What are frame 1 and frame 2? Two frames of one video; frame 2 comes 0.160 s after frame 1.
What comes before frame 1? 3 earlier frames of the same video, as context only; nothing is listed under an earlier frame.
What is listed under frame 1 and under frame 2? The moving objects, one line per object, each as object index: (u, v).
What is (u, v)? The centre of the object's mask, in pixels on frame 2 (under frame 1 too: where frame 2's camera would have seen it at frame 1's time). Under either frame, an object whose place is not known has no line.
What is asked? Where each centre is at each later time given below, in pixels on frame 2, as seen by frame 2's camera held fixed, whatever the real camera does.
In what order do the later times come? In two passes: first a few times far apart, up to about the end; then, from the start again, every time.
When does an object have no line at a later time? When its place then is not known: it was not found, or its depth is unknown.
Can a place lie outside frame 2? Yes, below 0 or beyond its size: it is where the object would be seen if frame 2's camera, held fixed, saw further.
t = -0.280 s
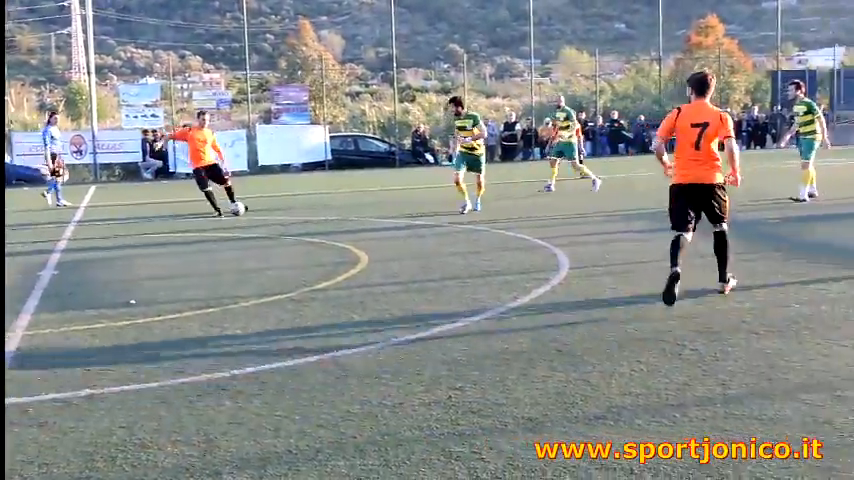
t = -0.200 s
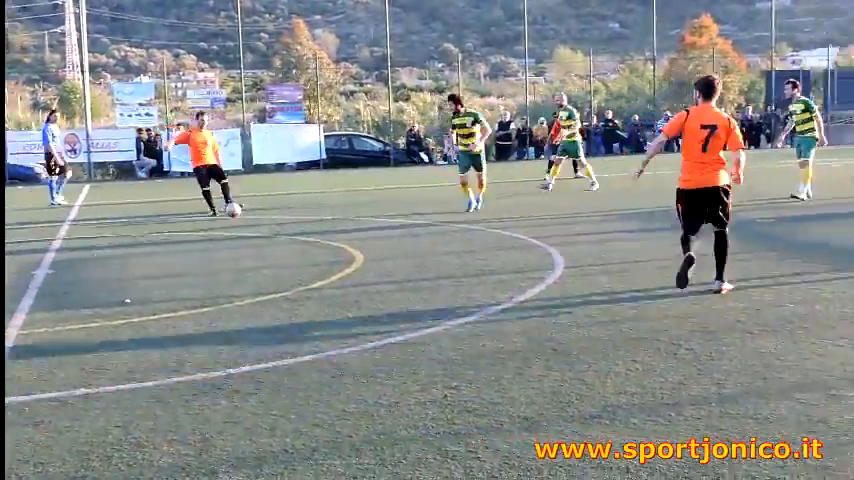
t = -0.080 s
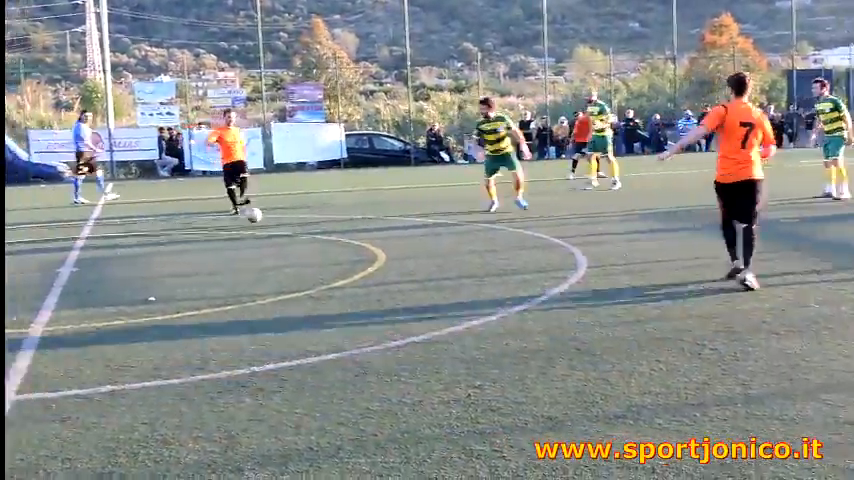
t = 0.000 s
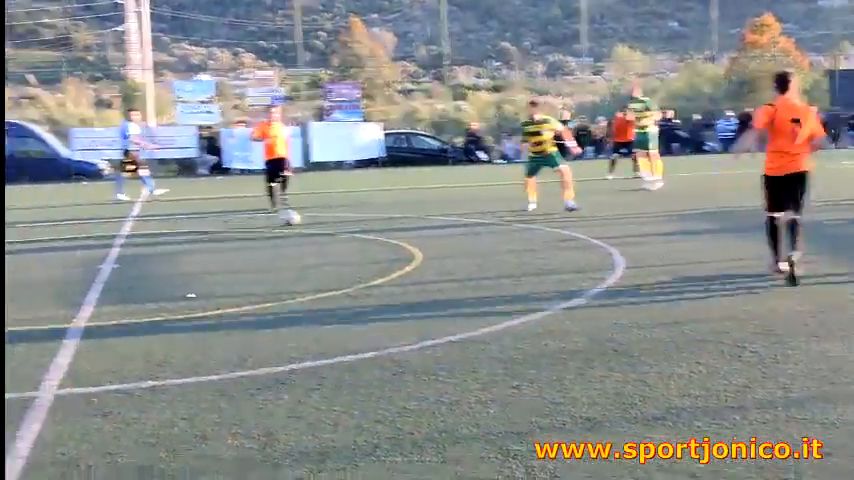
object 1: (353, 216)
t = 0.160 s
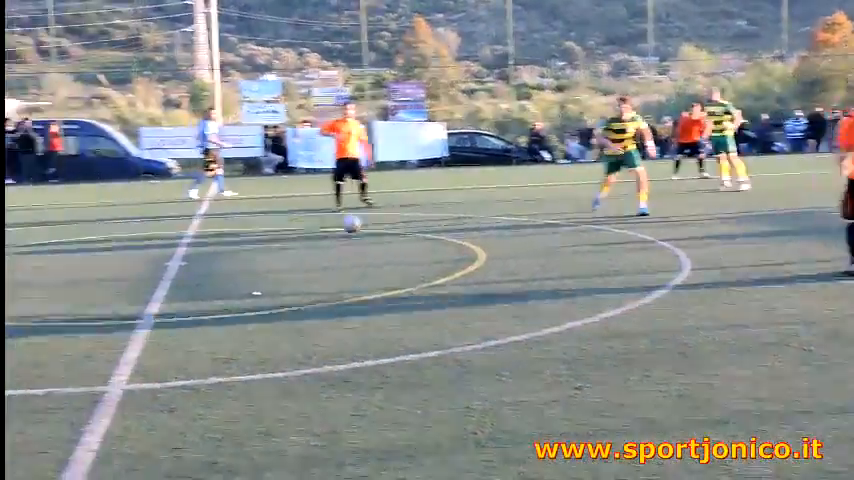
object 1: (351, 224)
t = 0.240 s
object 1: (350, 233)
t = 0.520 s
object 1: (345, 251)
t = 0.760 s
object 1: (338, 270)
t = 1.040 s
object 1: (327, 302)
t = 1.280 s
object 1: (315, 338)
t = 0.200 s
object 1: (351, 227)
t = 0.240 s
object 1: (350, 233)
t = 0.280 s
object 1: (350, 233)
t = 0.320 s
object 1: (349, 235)
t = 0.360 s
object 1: (349, 238)
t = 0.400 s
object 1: (347, 243)
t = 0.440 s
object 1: (346, 245)
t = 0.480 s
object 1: (346, 248)
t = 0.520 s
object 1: (345, 251)
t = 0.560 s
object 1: (343, 254)
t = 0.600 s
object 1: (342, 257)
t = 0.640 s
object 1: (342, 260)
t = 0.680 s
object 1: (340, 264)
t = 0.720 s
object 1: (339, 267)
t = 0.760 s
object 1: (338, 270)
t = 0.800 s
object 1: (336, 275)
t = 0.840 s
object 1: (335, 279)
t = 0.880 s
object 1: (334, 283)
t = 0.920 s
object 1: (332, 288)
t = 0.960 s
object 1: (331, 291)
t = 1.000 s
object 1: (329, 296)
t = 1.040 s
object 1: (327, 302)
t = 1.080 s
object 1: (326, 306)
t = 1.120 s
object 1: (324, 313)
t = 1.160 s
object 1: (320, 319)
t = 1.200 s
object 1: (319, 325)
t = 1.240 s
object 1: (317, 331)
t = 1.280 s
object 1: (315, 338)
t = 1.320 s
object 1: (312, 344)
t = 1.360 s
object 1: (310, 350)
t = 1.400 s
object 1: (306, 358)
